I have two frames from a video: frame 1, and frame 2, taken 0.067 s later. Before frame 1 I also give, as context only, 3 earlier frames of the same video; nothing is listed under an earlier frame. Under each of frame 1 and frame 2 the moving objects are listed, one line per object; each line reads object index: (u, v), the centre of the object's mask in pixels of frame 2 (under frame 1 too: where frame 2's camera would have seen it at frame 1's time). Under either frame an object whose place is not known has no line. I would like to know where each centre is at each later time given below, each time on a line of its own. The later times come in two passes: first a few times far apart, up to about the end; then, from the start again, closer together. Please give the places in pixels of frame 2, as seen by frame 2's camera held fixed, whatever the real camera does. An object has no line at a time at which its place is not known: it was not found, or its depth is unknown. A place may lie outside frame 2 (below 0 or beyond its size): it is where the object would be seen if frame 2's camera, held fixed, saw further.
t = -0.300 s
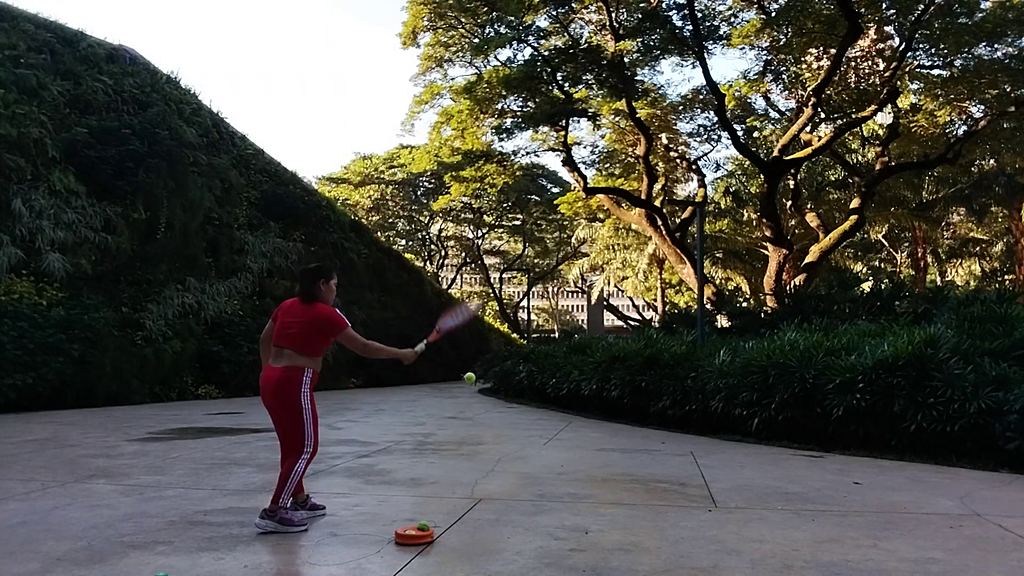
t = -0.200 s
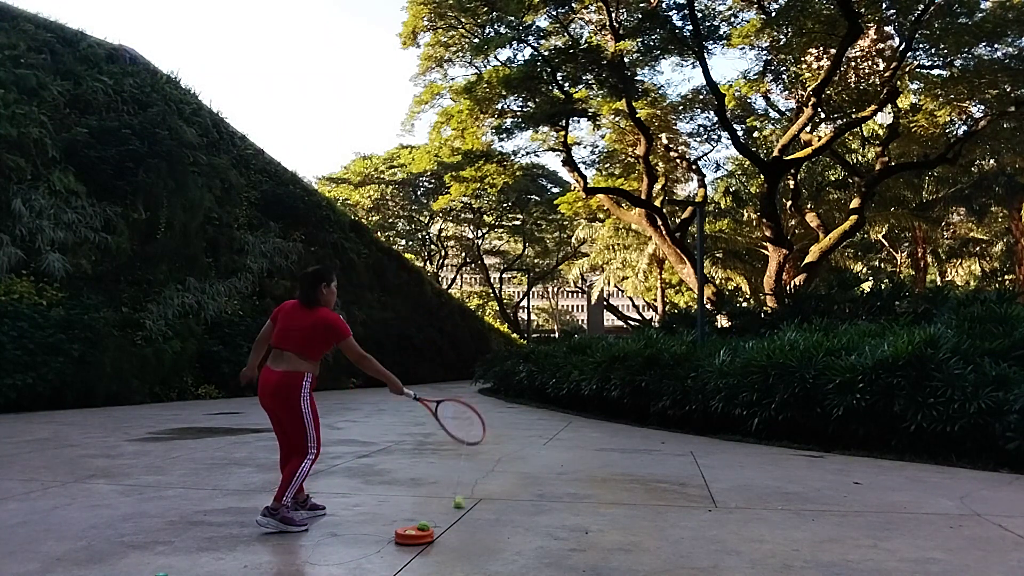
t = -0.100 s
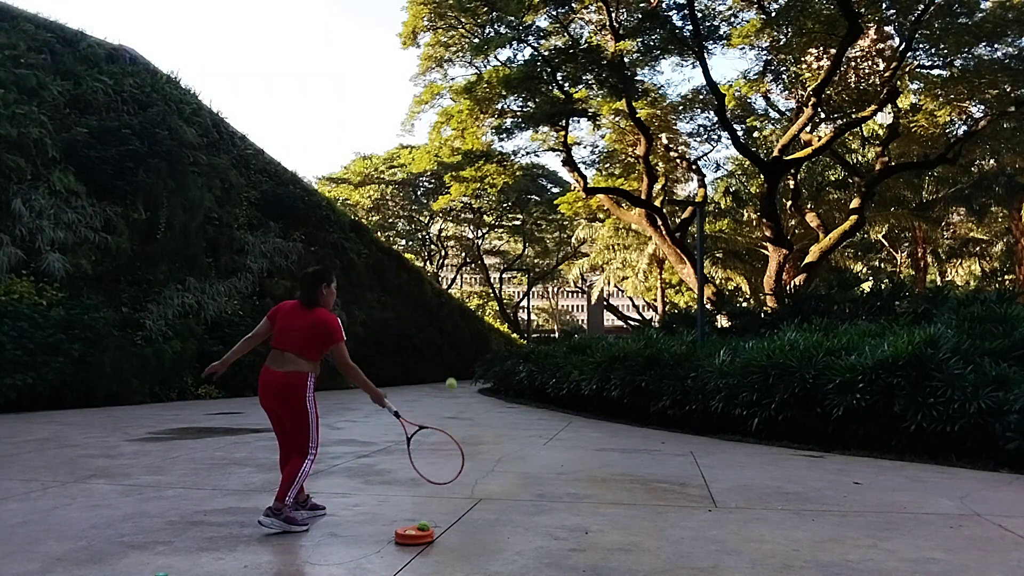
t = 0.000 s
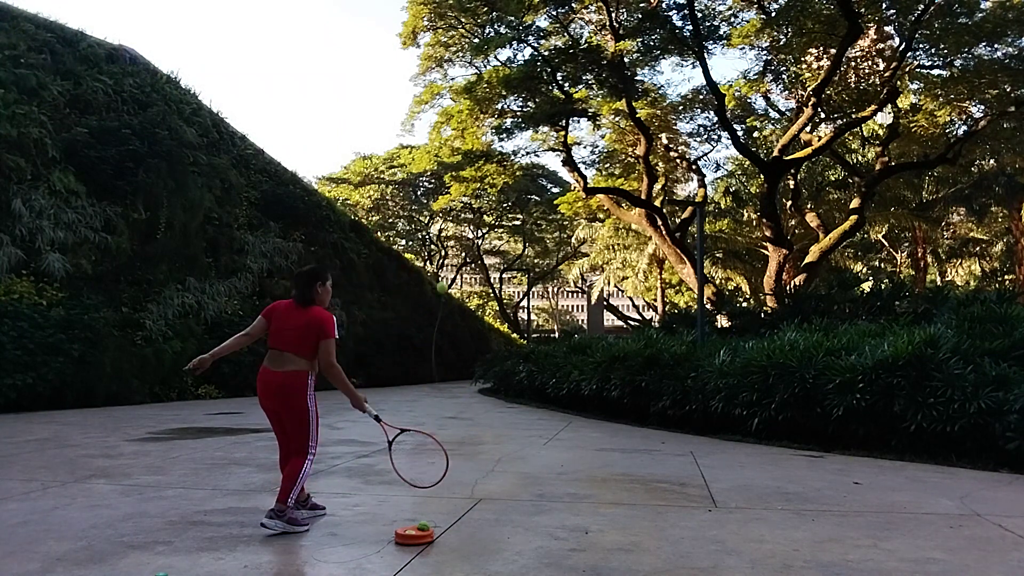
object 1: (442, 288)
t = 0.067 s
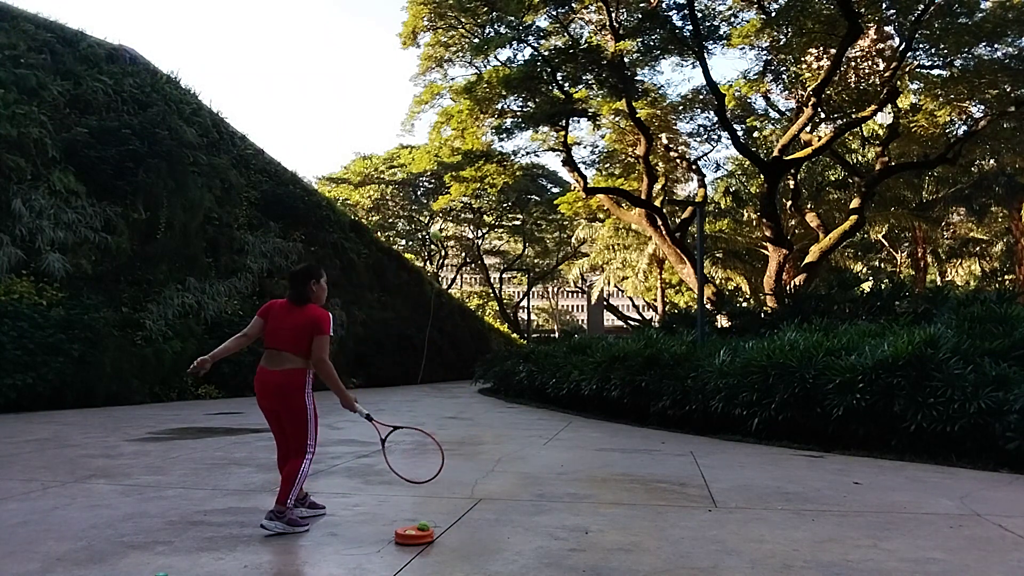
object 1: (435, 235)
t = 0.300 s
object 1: (409, 103)
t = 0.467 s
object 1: (389, 59)
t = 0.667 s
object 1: (364, 69)
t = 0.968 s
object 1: (323, 224)
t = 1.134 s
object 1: (298, 391)
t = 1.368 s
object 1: (271, 423)
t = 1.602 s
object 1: (258, 312)
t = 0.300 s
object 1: (409, 103)
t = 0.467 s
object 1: (389, 59)
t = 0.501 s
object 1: (384, 56)
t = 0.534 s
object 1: (380, 54)
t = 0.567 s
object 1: (376, 55)
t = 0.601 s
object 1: (372, 58)
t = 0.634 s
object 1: (368, 62)
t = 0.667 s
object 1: (364, 69)
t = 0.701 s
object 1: (359, 78)
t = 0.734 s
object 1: (355, 89)
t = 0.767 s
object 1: (351, 101)
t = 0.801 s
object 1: (346, 116)
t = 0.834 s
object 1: (342, 133)
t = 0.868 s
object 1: (337, 153)
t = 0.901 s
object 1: (332, 174)
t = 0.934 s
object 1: (327, 199)
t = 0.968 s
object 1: (323, 224)
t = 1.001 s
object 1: (319, 253)
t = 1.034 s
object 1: (314, 283)
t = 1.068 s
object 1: (309, 317)
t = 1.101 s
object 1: (304, 353)
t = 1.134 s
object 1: (298, 391)
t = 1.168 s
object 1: (292, 434)
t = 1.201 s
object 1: (286, 479)
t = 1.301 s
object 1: (276, 475)
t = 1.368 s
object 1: (271, 423)
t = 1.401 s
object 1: (270, 401)
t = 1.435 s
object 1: (268, 381)
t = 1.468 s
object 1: (266, 363)
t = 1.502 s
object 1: (264, 347)
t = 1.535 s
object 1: (262, 334)
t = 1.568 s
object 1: (260, 322)
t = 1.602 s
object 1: (258, 312)
